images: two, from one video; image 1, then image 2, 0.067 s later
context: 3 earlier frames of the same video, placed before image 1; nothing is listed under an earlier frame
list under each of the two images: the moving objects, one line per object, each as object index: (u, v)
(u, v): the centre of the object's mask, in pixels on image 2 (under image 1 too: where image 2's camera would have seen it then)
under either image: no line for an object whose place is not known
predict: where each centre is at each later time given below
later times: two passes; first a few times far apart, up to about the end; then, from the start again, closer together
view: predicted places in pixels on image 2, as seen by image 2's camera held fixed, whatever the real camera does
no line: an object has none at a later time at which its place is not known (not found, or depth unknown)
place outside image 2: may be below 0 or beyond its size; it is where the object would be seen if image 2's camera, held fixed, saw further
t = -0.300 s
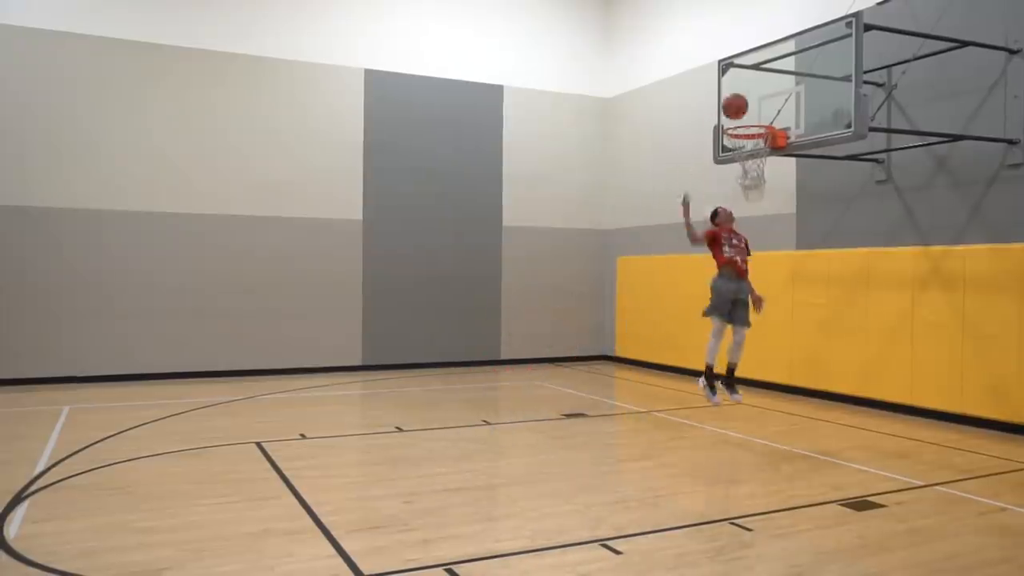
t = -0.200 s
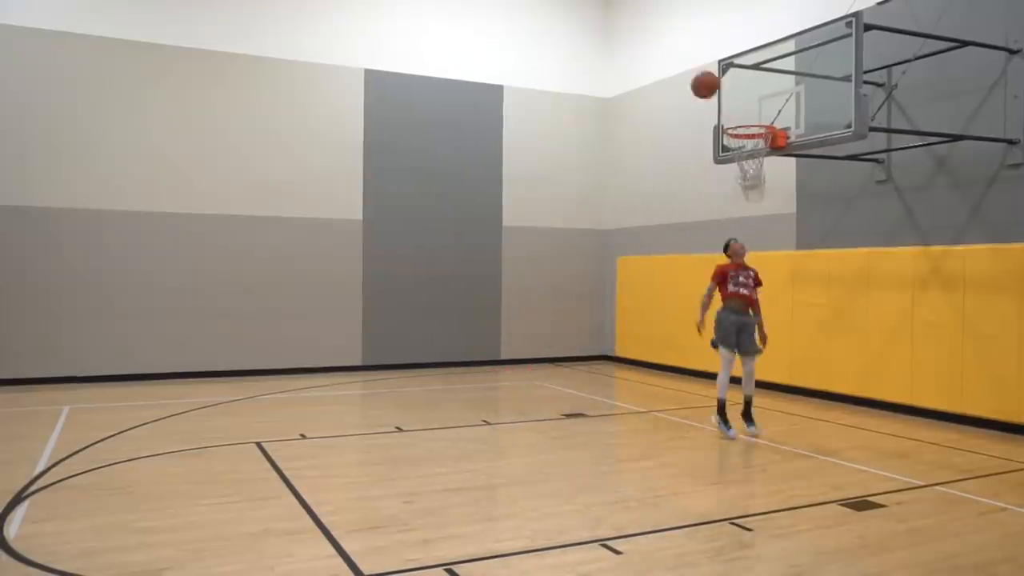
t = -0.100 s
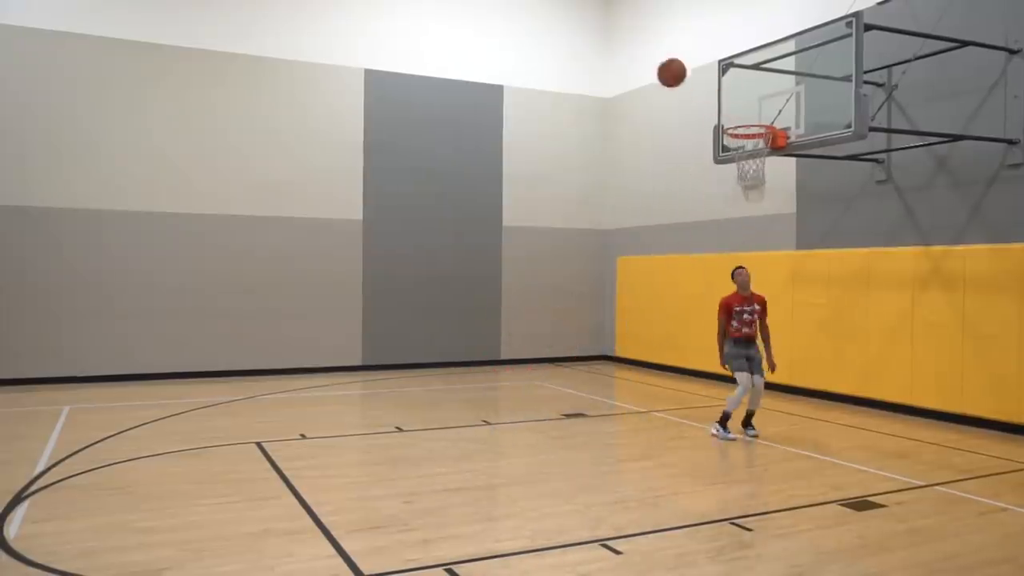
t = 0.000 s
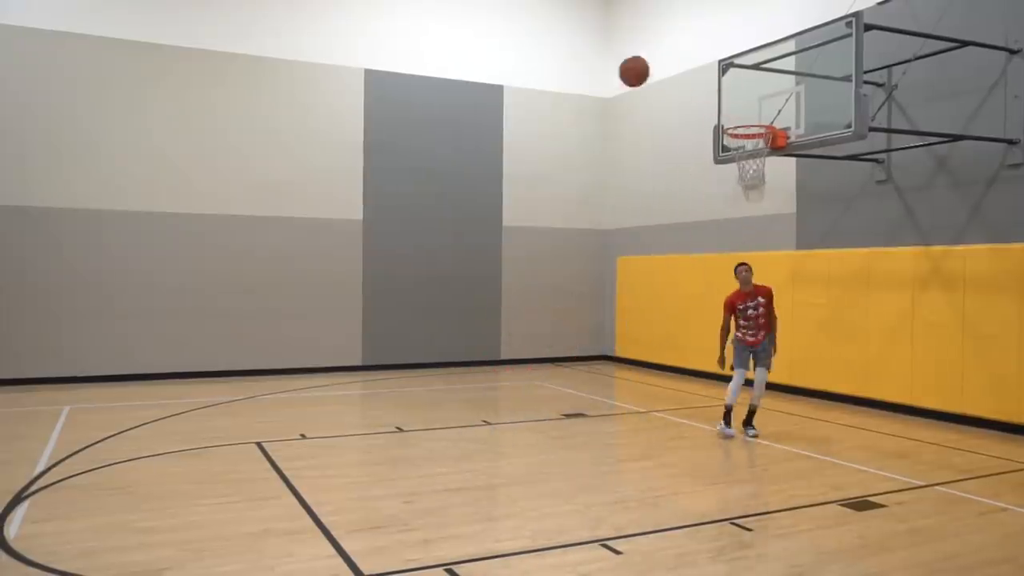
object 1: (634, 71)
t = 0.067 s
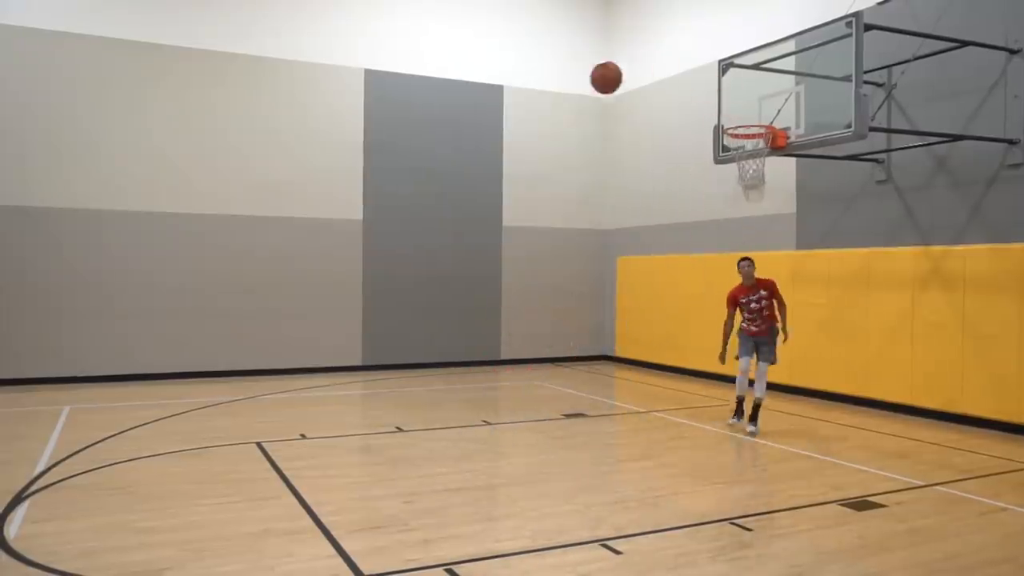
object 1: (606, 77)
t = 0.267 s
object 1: (507, 141)
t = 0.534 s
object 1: (317, 378)
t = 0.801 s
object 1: (117, 454)
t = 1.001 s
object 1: (13, 286)
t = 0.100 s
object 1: (591, 83)
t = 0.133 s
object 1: (576, 90)
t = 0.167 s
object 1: (560, 100)
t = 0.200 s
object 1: (543, 111)
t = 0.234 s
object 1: (525, 124)
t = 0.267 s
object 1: (507, 141)
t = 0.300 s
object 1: (487, 159)
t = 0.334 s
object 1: (467, 180)
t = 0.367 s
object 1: (445, 204)
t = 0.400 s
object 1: (422, 230)
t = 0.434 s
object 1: (398, 262)
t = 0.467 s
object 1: (373, 298)
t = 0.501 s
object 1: (345, 335)
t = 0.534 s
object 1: (317, 378)
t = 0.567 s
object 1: (287, 424)
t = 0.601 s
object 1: (255, 479)
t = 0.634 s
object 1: (222, 538)
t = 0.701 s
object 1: (172, 554)
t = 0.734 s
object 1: (154, 521)
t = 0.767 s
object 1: (136, 487)
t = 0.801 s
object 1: (117, 454)
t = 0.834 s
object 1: (99, 423)
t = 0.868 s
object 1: (79, 392)
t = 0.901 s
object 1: (58, 363)
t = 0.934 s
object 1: (38, 336)
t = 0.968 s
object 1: (24, 310)
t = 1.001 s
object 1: (13, 286)
